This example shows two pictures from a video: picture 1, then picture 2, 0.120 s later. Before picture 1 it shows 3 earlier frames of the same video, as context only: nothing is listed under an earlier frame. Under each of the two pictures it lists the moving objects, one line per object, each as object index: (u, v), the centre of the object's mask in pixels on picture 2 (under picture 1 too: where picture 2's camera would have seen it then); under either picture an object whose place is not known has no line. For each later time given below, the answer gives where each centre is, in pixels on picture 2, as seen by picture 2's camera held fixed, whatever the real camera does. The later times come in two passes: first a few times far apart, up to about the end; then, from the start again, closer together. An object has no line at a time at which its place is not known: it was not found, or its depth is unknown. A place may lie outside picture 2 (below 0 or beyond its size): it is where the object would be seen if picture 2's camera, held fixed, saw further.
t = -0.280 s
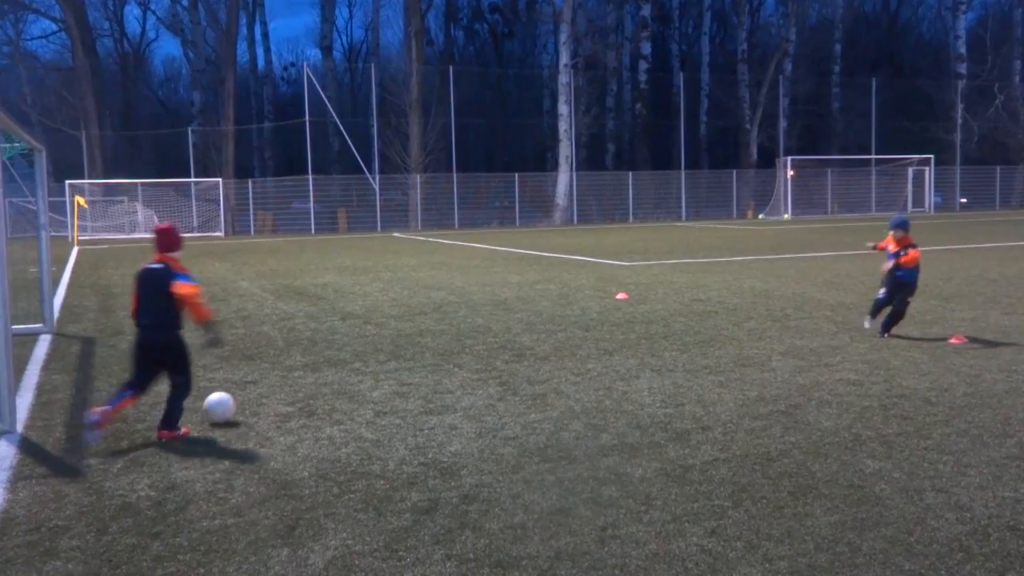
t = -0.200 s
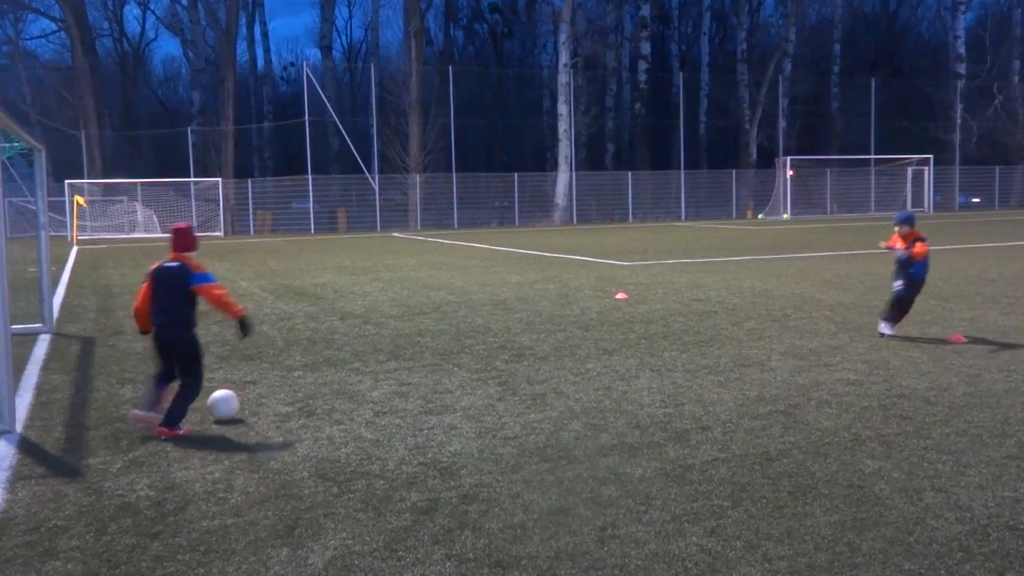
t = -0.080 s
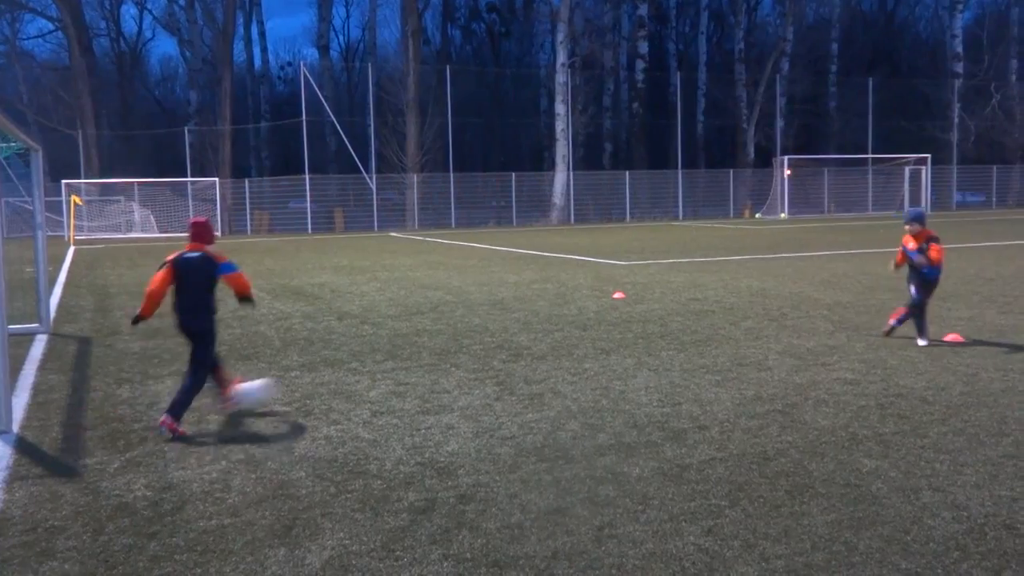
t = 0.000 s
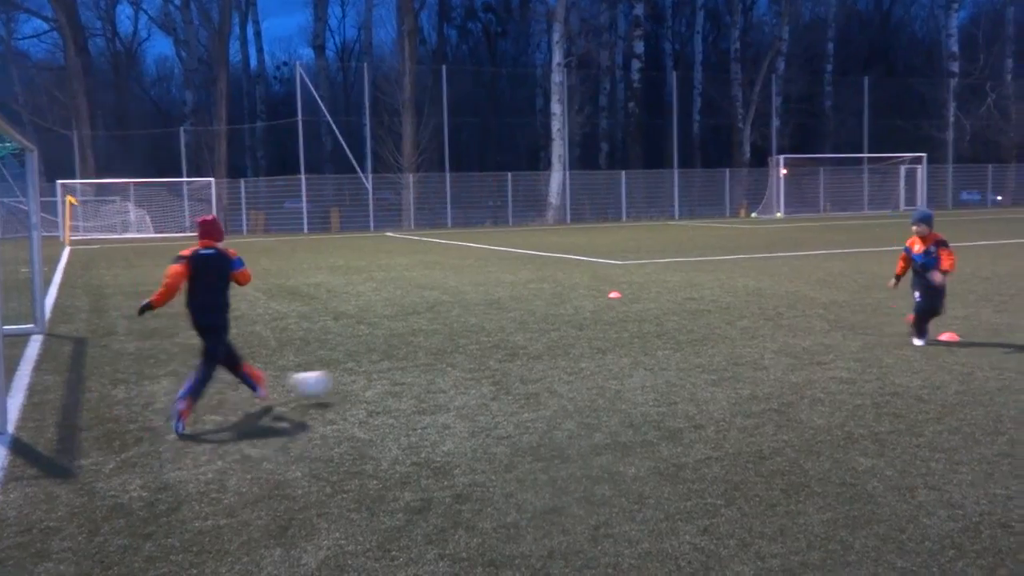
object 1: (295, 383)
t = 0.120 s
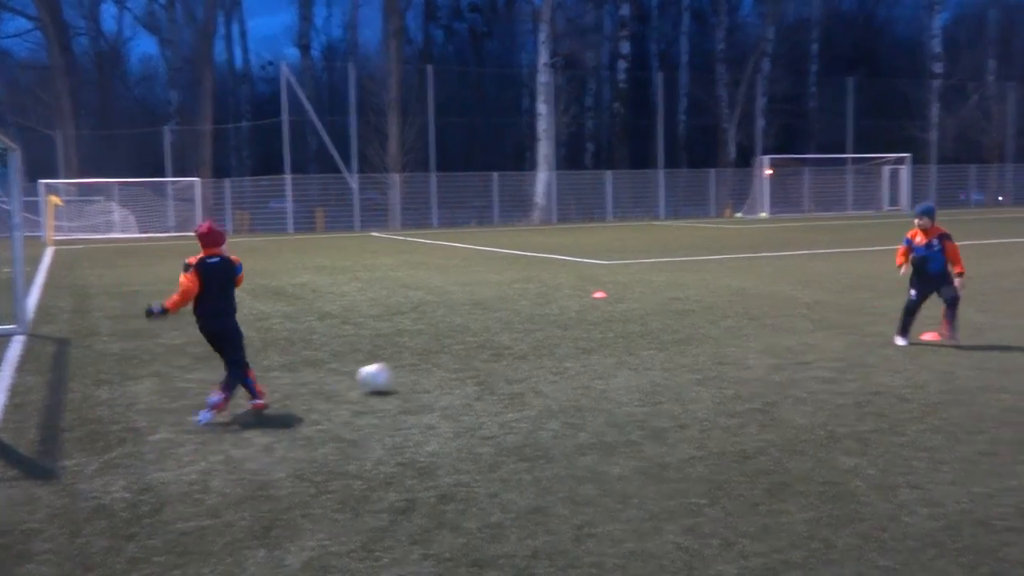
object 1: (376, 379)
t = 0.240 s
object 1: (434, 369)
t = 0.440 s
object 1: (512, 359)
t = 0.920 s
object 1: (654, 334)
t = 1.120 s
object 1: (705, 334)
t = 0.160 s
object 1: (396, 375)
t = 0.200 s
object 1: (417, 373)
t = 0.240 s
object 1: (434, 369)
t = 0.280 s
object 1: (452, 367)
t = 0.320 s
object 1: (469, 364)
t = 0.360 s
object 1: (484, 362)
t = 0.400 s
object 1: (498, 361)
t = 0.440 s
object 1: (512, 359)
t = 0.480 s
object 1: (525, 356)
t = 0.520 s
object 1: (538, 354)
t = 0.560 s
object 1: (551, 353)
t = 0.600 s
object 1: (563, 350)
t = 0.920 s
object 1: (654, 334)
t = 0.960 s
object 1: (665, 335)
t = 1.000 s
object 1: (676, 334)
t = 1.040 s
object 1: (686, 334)
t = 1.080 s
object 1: (697, 333)
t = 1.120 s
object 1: (705, 334)
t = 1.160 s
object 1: (716, 333)
